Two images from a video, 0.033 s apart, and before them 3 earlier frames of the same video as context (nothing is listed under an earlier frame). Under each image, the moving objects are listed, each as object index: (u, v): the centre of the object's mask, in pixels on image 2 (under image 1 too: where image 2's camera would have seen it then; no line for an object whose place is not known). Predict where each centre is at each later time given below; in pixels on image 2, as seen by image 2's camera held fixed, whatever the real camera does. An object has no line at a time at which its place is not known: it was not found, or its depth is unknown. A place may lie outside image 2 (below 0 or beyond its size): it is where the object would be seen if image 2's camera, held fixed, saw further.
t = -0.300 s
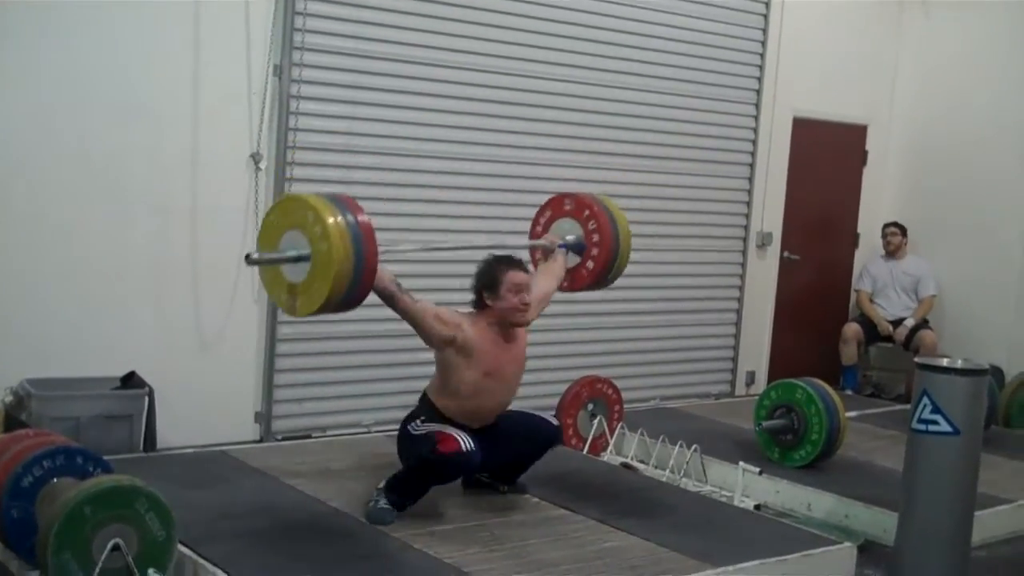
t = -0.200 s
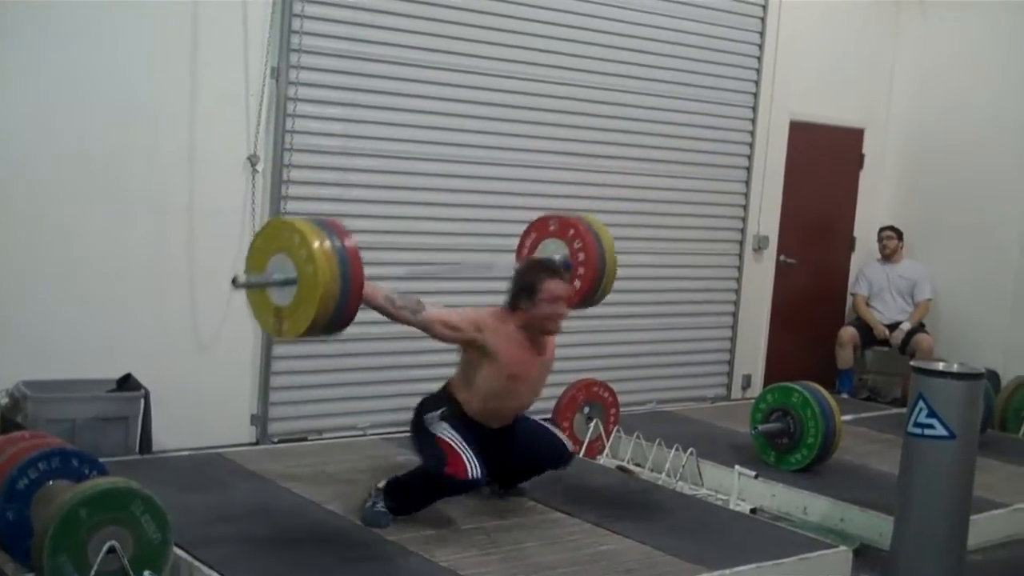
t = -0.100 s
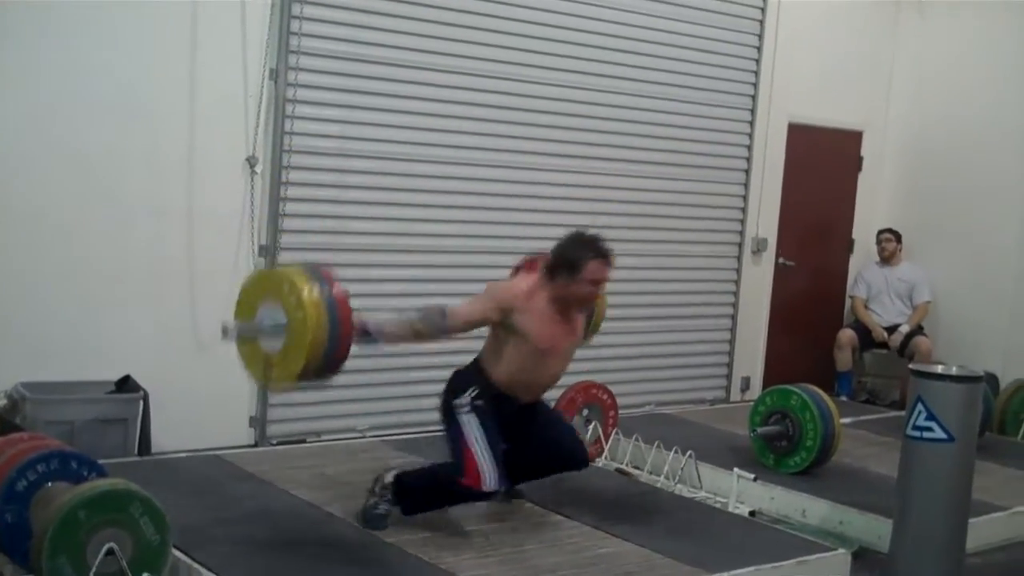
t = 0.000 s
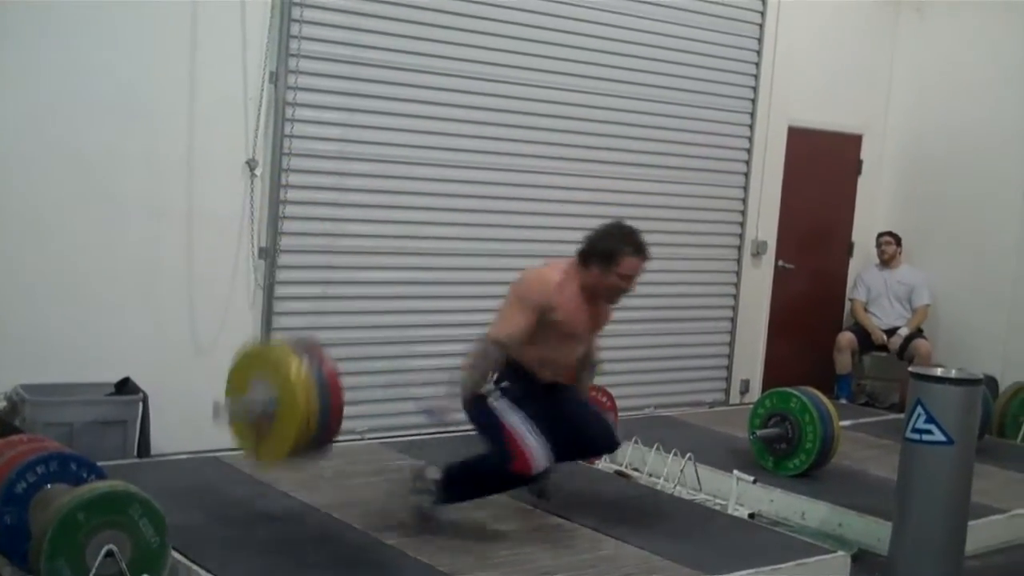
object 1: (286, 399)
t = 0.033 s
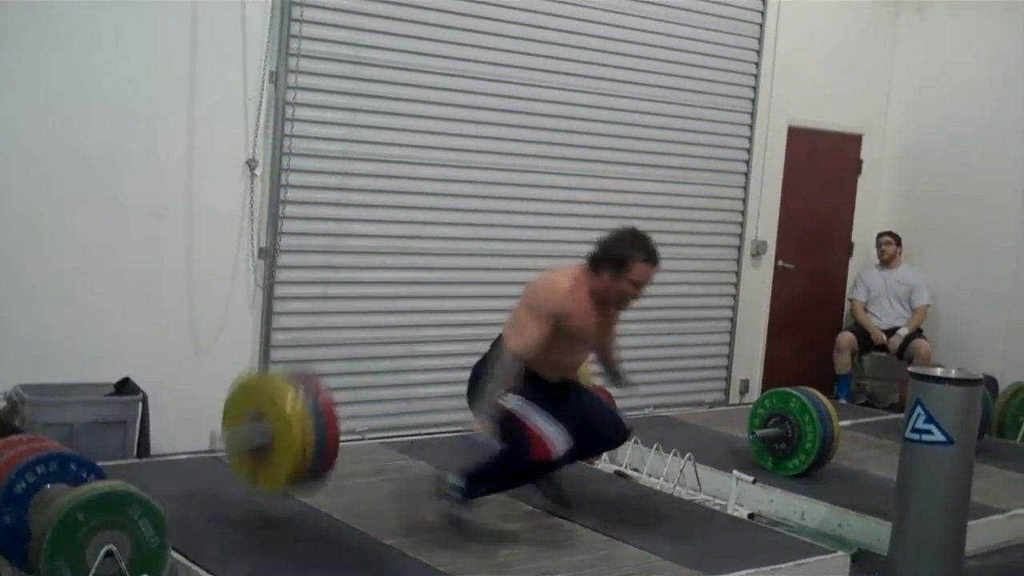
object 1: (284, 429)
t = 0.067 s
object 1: (275, 467)
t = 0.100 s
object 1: (278, 476)
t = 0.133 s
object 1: (277, 458)
